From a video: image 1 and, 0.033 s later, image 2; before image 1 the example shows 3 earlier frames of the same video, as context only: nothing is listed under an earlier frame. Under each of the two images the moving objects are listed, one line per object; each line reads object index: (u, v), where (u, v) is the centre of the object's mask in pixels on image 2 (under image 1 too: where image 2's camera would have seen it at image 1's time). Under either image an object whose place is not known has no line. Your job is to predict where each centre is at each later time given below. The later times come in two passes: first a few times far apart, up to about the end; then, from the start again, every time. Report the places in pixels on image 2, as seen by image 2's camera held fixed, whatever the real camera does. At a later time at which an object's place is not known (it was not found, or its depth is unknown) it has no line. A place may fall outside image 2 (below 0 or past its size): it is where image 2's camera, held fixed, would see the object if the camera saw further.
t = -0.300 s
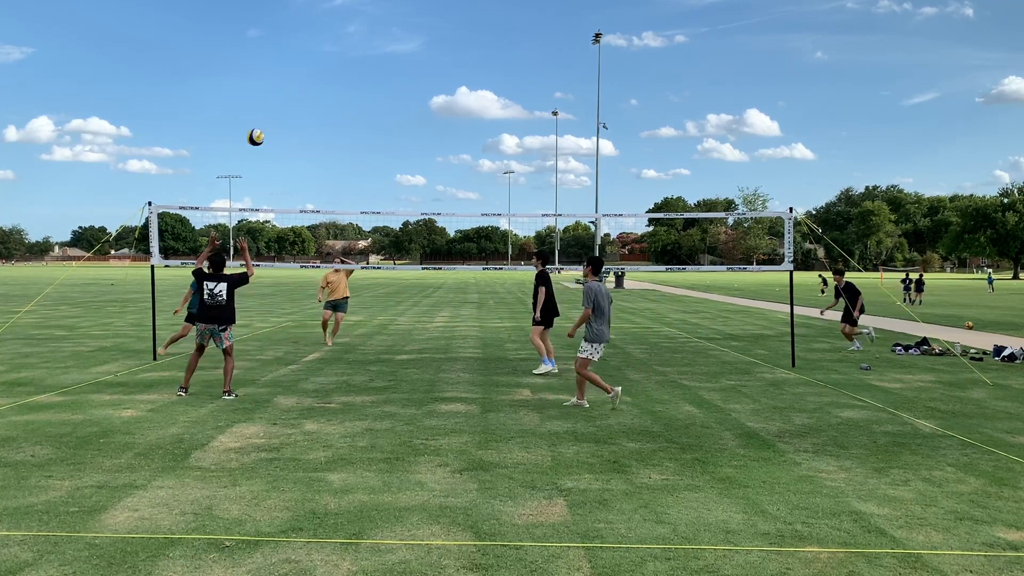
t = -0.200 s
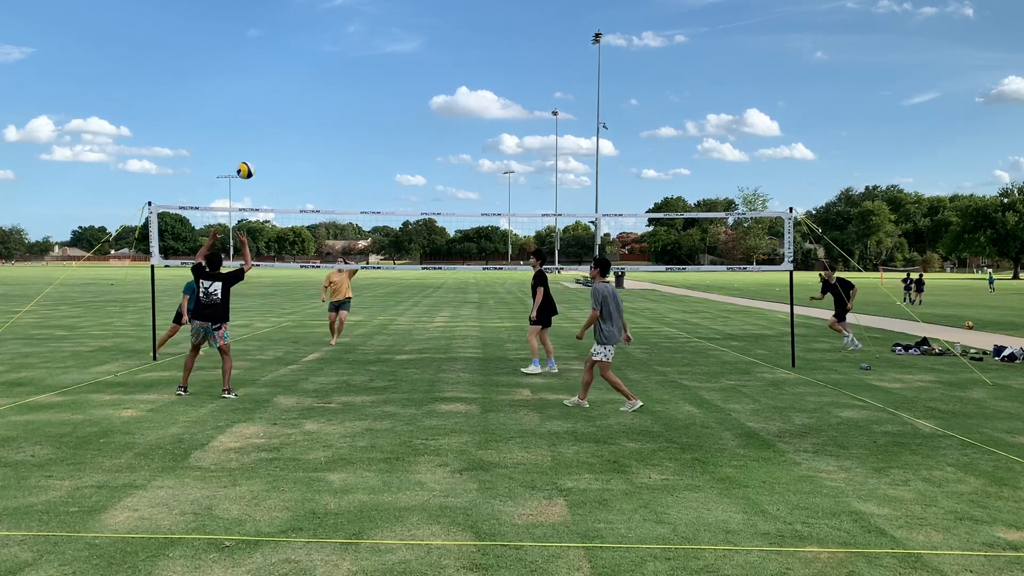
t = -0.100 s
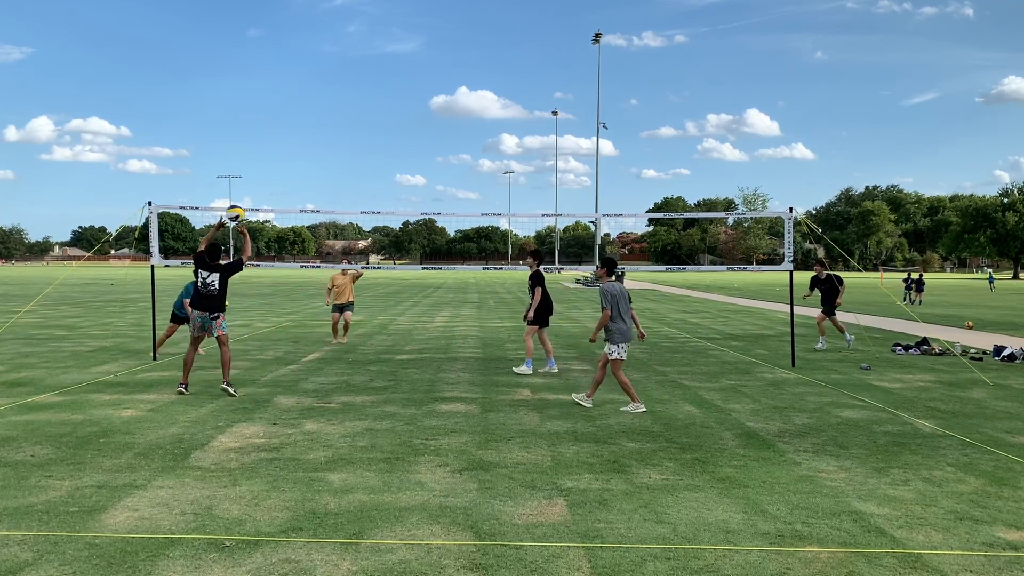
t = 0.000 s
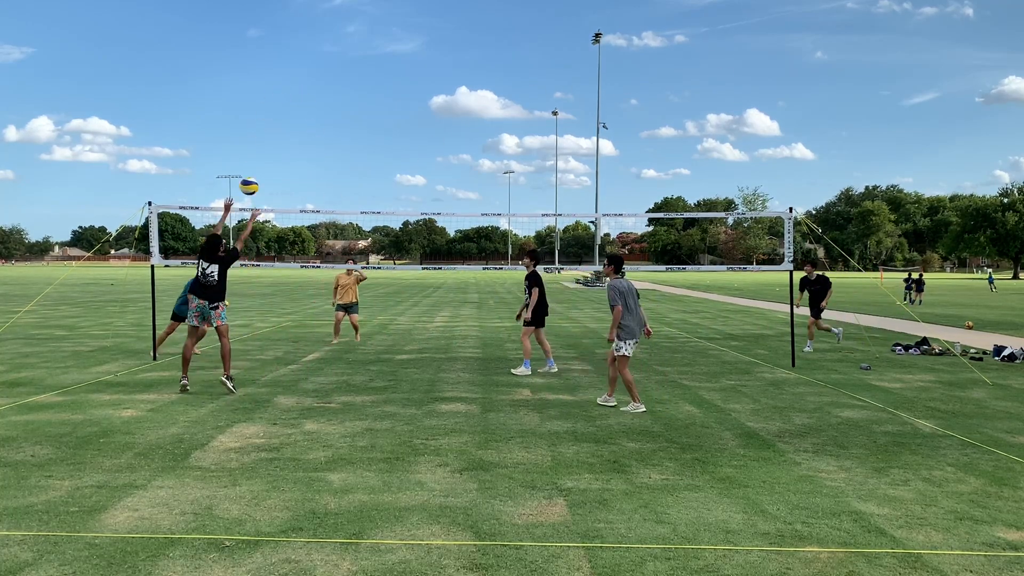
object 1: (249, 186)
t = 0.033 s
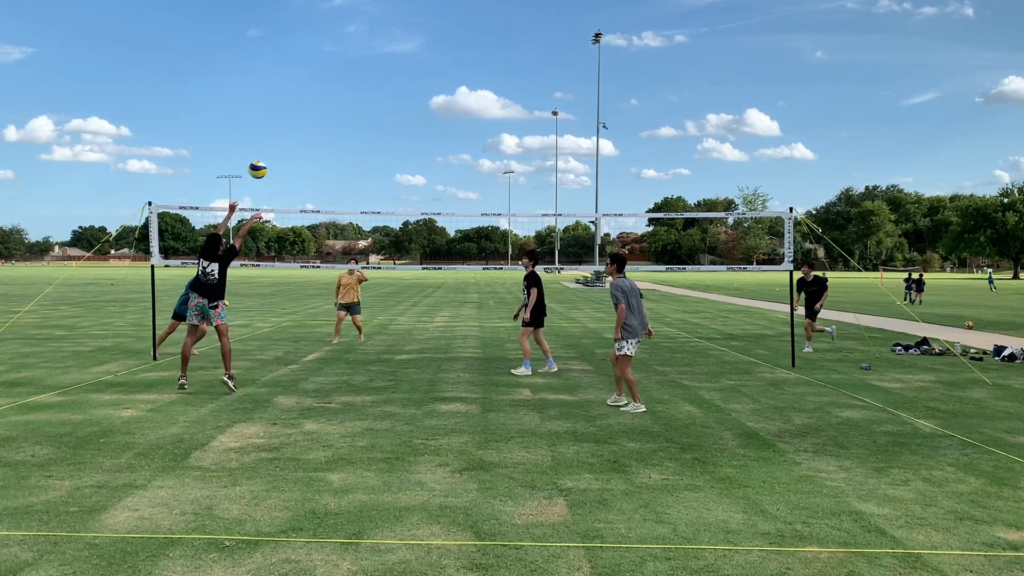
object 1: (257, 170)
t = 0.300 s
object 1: (322, 77)
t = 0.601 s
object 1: (391, 47)
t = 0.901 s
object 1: (452, 86)
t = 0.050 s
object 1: (262, 162)
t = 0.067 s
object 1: (266, 154)
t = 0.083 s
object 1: (270, 147)
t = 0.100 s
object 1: (274, 140)
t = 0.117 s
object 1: (278, 133)
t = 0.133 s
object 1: (282, 127)
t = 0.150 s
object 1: (286, 121)
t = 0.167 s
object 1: (290, 115)
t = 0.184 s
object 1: (294, 109)
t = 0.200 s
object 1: (298, 104)
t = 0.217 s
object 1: (302, 99)
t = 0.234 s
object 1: (307, 94)
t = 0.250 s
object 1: (311, 90)
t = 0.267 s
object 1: (315, 85)
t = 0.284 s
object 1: (318, 81)
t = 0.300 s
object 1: (322, 77)
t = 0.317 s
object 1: (326, 74)
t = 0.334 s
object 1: (330, 70)
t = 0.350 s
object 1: (335, 67)
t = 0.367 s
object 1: (338, 64)
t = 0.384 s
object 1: (342, 62)
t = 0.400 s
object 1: (346, 59)
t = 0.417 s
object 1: (350, 57)
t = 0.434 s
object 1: (354, 55)
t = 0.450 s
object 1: (358, 54)
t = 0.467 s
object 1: (361, 52)
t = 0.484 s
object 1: (365, 50)
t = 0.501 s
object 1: (369, 49)
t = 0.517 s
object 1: (372, 48)
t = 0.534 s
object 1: (376, 48)
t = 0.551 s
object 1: (379, 47)
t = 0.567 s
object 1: (383, 47)
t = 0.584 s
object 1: (387, 47)
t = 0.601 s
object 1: (391, 47)
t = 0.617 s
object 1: (394, 47)
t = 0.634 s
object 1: (398, 48)
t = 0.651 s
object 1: (401, 49)
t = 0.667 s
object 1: (404, 50)
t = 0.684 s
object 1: (408, 51)
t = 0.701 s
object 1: (411, 52)
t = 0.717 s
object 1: (415, 54)
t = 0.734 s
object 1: (418, 56)
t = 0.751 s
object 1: (422, 58)
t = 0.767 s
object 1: (425, 60)
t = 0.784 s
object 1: (429, 63)
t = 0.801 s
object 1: (432, 65)
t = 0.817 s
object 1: (435, 68)
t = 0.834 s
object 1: (439, 71)
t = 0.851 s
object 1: (442, 75)
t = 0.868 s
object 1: (446, 78)
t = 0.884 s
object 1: (449, 82)
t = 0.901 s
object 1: (452, 86)
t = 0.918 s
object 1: (456, 90)
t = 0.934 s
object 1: (459, 94)
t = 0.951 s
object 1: (462, 99)
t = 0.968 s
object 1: (466, 104)
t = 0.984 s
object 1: (469, 109)
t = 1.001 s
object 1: (473, 114)
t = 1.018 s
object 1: (476, 119)
